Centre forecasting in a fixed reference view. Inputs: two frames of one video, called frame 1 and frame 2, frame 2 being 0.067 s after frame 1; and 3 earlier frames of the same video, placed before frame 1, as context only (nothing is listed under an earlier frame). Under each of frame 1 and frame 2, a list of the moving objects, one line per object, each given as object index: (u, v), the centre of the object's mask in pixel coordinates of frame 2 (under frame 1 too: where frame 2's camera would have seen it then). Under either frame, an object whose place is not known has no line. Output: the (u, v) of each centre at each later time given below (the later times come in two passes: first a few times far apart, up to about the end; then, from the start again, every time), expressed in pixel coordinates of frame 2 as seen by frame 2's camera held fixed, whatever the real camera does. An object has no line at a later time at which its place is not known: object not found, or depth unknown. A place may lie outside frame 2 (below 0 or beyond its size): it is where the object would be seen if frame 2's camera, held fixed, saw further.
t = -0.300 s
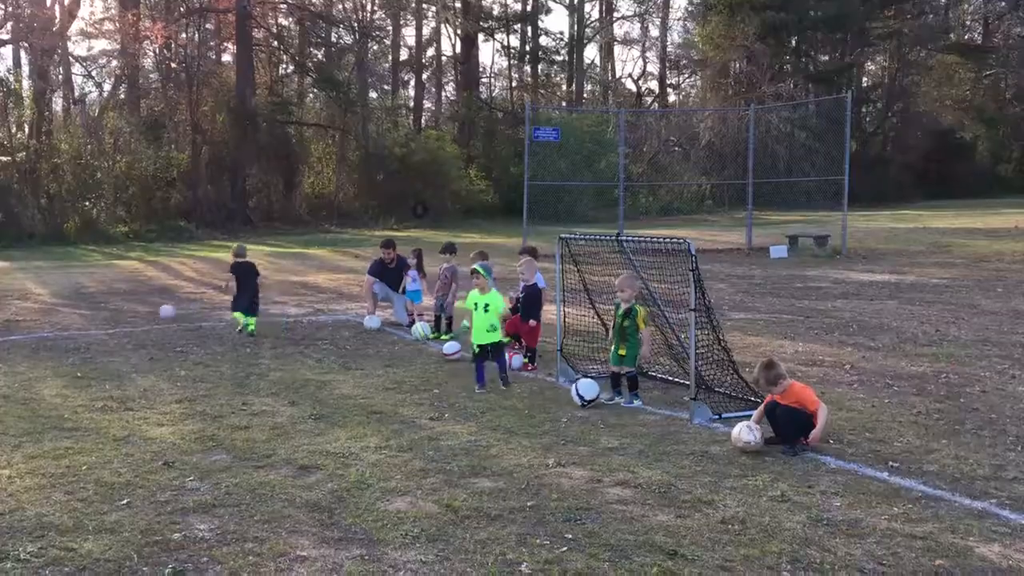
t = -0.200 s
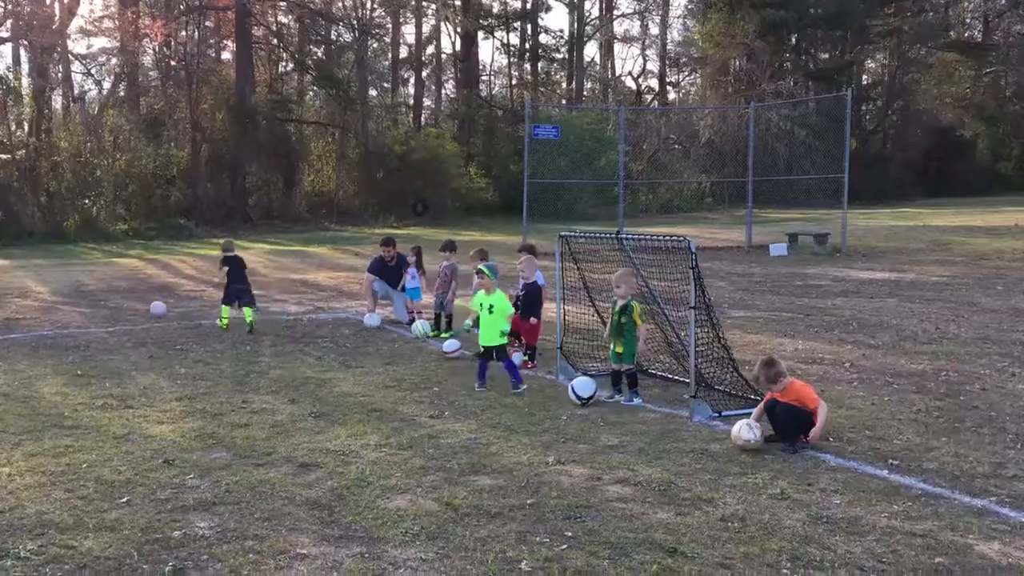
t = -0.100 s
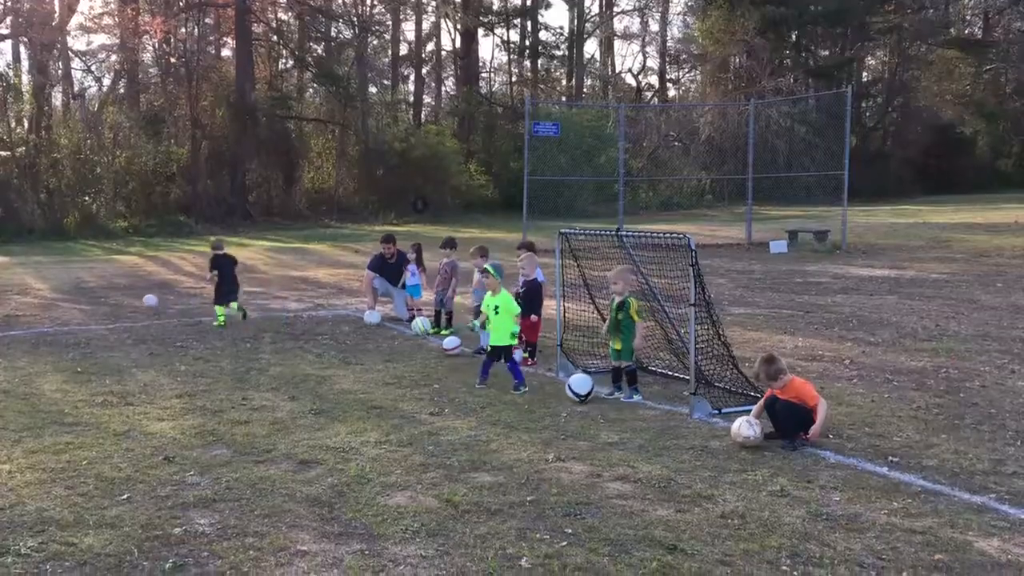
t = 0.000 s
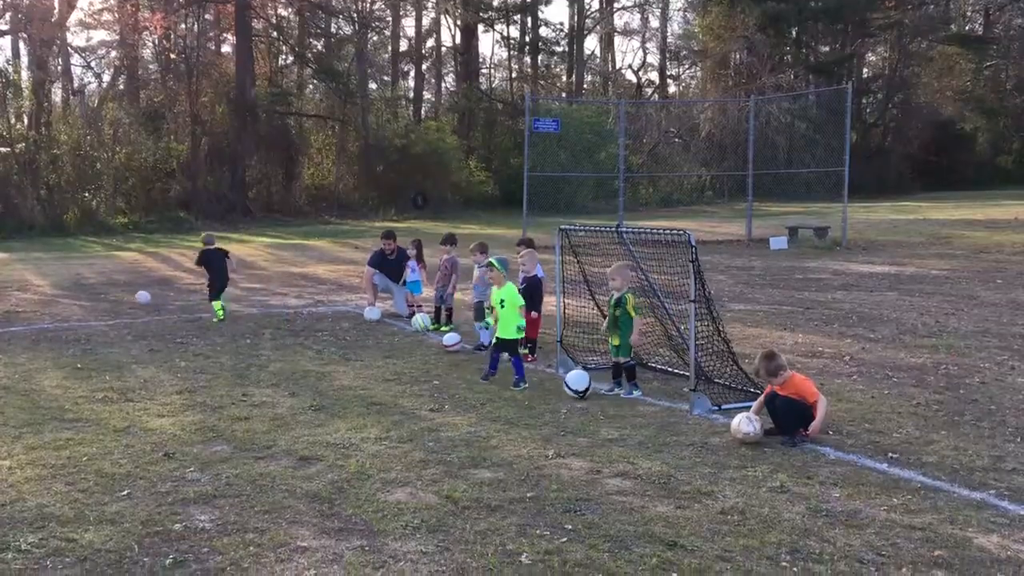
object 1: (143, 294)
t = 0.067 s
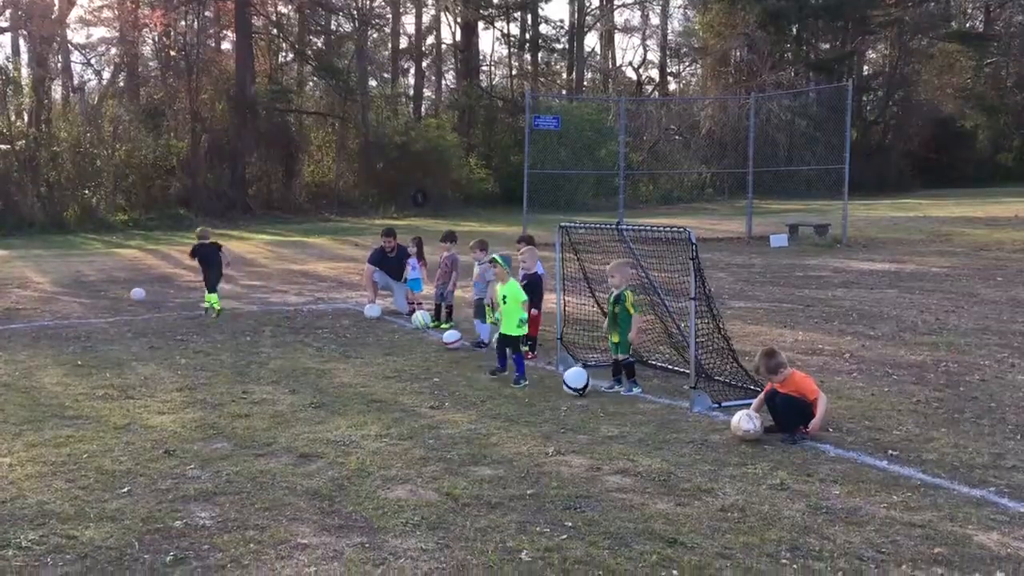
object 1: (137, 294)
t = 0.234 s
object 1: (127, 293)
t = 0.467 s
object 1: (112, 291)
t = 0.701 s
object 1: (95, 290)
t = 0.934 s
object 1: (78, 287)
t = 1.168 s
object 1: (63, 286)
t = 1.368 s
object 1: (51, 285)
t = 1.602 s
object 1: (40, 285)
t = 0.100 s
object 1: (136, 294)
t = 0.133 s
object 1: (133, 294)
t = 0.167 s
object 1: (131, 295)
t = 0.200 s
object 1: (129, 293)
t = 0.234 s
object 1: (127, 293)
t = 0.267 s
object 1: (125, 293)
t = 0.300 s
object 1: (122, 293)
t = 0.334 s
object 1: (121, 292)
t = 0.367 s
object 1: (118, 291)
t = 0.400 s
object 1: (116, 291)
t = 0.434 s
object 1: (114, 292)
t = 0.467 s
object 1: (112, 291)
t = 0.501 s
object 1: (110, 290)
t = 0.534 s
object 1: (108, 290)
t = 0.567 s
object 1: (106, 290)
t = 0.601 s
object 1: (104, 290)
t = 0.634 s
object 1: (101, 290)
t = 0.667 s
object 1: (98, 290)
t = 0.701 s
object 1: (95, 290)
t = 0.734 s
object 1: (93, 289)
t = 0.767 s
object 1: (90, 289)
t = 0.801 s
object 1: (88, 288)
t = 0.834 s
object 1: (86, 289)
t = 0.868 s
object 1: (83, 289)
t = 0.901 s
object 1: (80, 288)
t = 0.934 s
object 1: (78, 287)
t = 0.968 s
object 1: (76, 287)
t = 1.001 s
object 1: (73, 287)
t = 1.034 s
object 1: (71, 287)
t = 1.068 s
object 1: (69, 287)
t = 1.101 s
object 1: (67, 287)
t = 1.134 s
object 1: (65, 286)
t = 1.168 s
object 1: (63, 286)
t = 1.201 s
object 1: (61, 286)
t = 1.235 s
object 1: (59, 286)
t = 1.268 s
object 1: (57, 285)
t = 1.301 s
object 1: (54, 285)
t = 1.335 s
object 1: (52, 285)
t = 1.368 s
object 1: (51, 285)
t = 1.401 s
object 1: (49, 284)
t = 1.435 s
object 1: (48, 284)
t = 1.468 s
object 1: (45, 284)
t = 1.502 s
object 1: (43, 284)
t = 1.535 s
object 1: (41, 284)
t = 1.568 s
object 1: (40, 284)
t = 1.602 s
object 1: (40, 285)
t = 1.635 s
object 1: (39, 285)
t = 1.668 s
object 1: (37, 285)
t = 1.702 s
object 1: (36, 285)
